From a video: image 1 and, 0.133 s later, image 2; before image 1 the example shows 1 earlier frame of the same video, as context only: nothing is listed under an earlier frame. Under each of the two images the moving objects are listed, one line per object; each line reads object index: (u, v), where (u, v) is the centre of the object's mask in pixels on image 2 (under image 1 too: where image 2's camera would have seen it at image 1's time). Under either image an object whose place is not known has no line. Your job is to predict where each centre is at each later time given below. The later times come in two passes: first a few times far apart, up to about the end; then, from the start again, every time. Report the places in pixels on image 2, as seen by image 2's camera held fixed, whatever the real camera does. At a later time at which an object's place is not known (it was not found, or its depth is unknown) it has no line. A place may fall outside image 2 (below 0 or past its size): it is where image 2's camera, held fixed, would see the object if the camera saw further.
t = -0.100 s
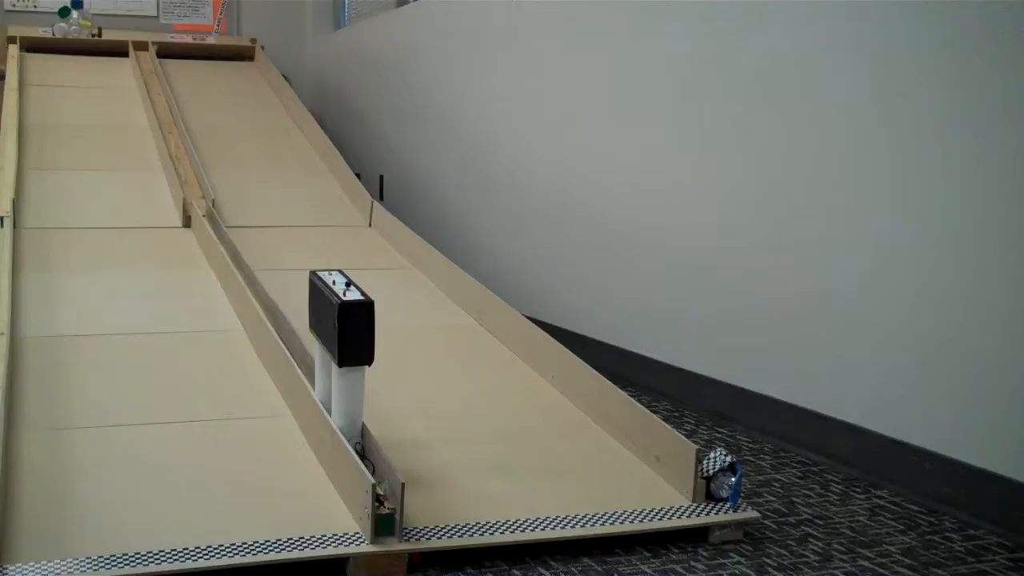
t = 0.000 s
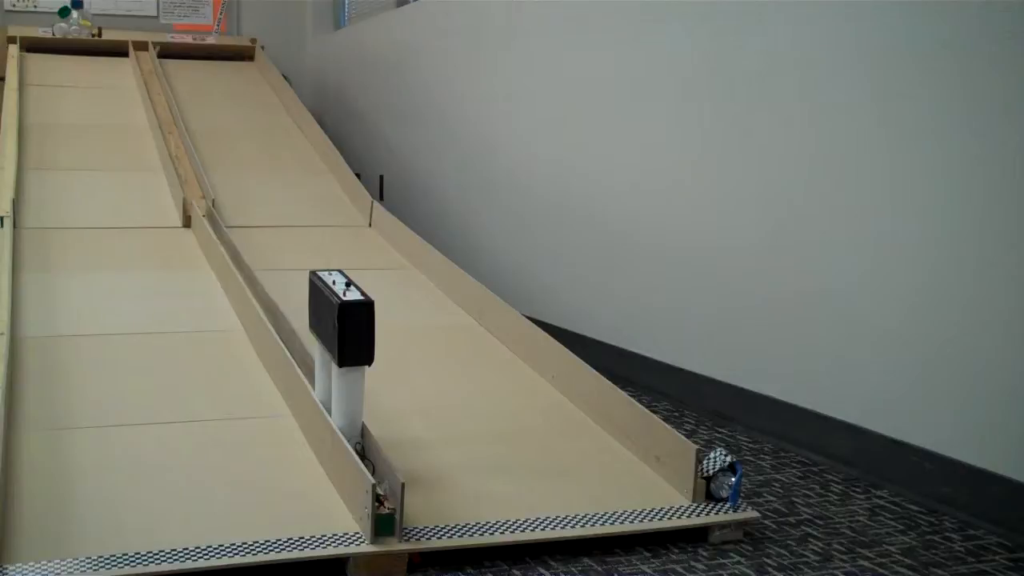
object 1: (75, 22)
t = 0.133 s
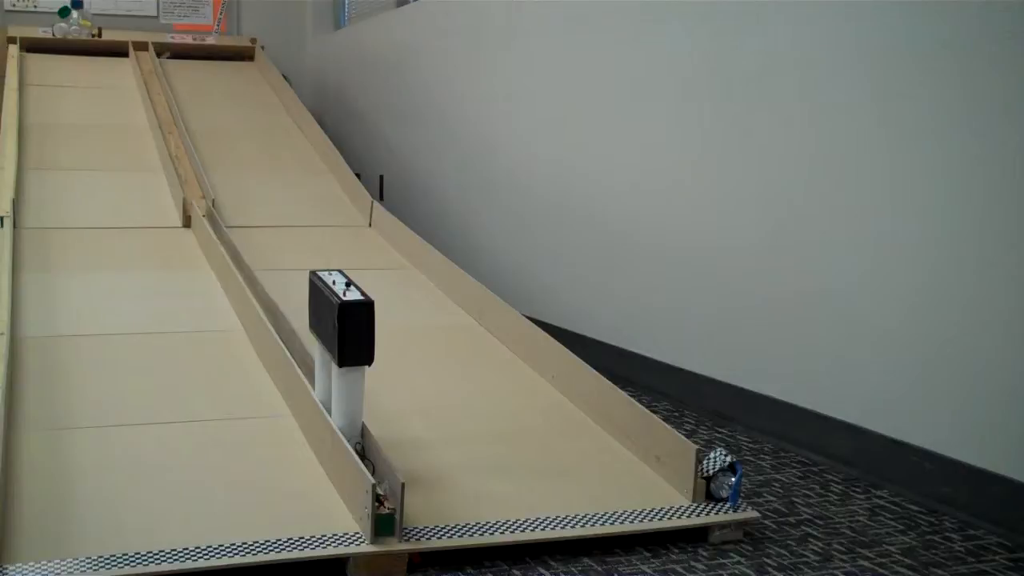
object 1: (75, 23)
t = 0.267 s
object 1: (75, 27)
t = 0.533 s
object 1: (74, 36)
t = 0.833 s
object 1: (70, 53)
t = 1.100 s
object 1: (62, 80)
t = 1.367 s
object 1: (49, 119)
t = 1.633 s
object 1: (53, 175)
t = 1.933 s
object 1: (58, 236)
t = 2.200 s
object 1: (70, 308)
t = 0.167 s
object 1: (75, 24)
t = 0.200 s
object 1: (75, 25)
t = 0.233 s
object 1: (75, 26)
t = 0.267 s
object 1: (75, 27)
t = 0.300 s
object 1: (75, 27)
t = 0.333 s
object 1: (75, 28)
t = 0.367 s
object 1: (75, 29)
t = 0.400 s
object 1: (75, 30)
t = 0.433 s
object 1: (75, 31)
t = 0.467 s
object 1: (74, 33)
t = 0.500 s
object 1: (74, 34)
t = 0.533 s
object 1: (74, 36)
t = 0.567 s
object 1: (74, 37)
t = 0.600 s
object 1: (73, 39)
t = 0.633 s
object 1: (73, 41)
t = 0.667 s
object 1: (73, 43)
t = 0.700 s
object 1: (72, 45)
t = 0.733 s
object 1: (72, 47)
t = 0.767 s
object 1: (72, 49)
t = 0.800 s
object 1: (71, 51)
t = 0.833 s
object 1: (70, 53)
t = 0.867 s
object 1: (70, 56)
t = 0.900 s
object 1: (69, 59)
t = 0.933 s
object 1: (68, 62)
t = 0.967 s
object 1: (67, 65)
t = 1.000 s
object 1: (66, 69)
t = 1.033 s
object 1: (65, 72)
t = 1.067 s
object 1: (64, 76)
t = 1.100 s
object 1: (62, 80)
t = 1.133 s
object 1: (61, 83)
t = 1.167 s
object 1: (60, 88)
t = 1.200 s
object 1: (58, 92)
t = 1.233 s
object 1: (55, 97)
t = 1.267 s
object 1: (53, 102)
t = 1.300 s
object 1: (51, 107)
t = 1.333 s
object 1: (50, 113)
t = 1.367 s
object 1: (49, 119)
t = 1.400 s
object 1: (50, 124)
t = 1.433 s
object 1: (51, 131)
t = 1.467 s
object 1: (51, 138)
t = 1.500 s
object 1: (49, 143)
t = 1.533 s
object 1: (51, 151)
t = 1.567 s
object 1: (52, 158)
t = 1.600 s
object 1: (53, 166)
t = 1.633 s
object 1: (53, 175)
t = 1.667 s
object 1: (53, 183)
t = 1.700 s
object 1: (53, 194)
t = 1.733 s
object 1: (52, 198)
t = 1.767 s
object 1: (53, 204)
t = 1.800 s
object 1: (54, 211)
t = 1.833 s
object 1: (55, 217)
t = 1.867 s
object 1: (56, 224)
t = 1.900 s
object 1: (57, 230)
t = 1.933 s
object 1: (58, 236)
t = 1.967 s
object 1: (59, 243)
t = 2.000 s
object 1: (60, 251)
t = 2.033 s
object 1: (62, 258)
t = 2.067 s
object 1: (64, 268)
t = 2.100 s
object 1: (65, 276)
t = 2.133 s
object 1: (67, 287)
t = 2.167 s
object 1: (68, 297)
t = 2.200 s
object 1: (70, 308)
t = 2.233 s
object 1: (72, 321)
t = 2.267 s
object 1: (73, 333)
